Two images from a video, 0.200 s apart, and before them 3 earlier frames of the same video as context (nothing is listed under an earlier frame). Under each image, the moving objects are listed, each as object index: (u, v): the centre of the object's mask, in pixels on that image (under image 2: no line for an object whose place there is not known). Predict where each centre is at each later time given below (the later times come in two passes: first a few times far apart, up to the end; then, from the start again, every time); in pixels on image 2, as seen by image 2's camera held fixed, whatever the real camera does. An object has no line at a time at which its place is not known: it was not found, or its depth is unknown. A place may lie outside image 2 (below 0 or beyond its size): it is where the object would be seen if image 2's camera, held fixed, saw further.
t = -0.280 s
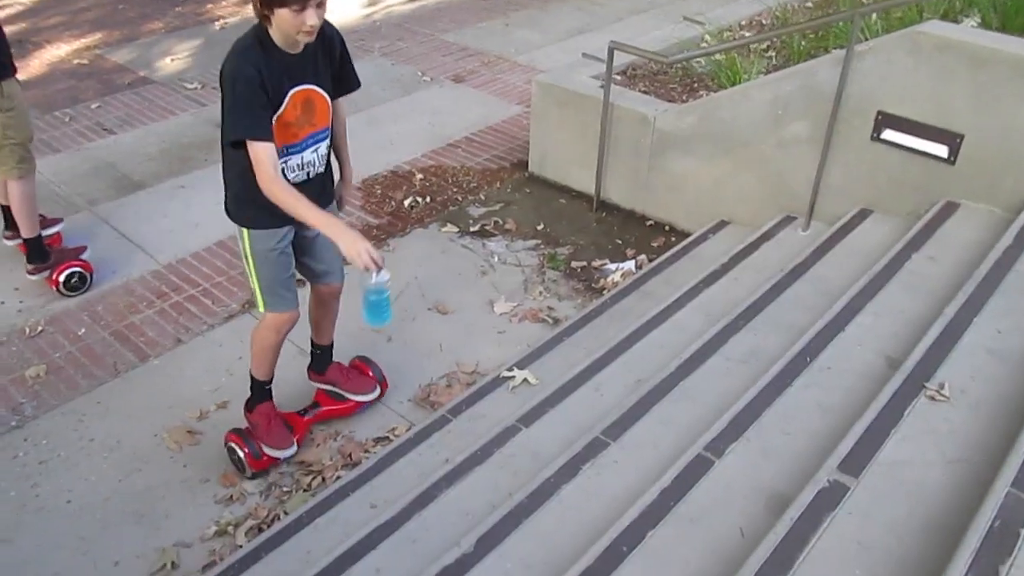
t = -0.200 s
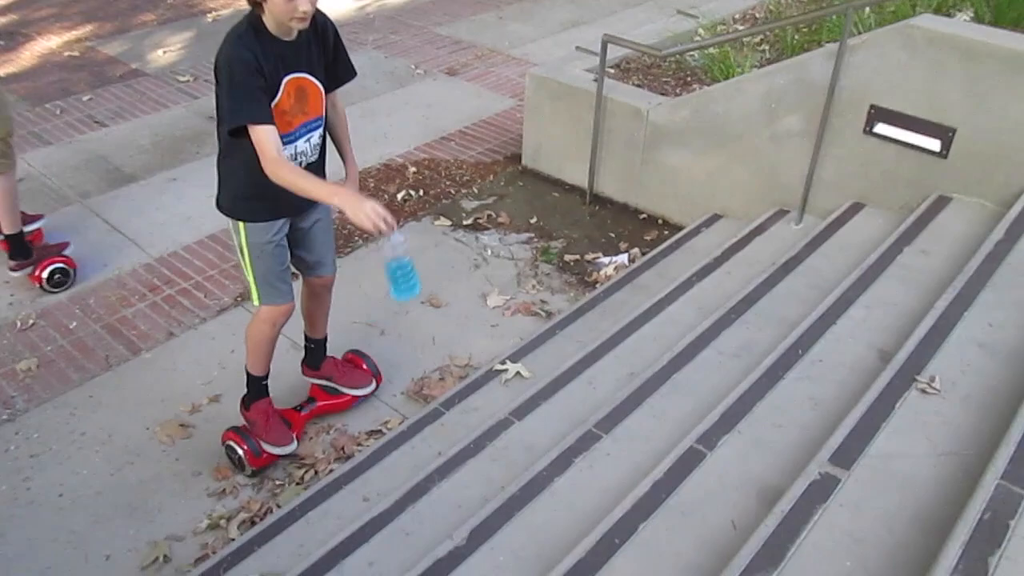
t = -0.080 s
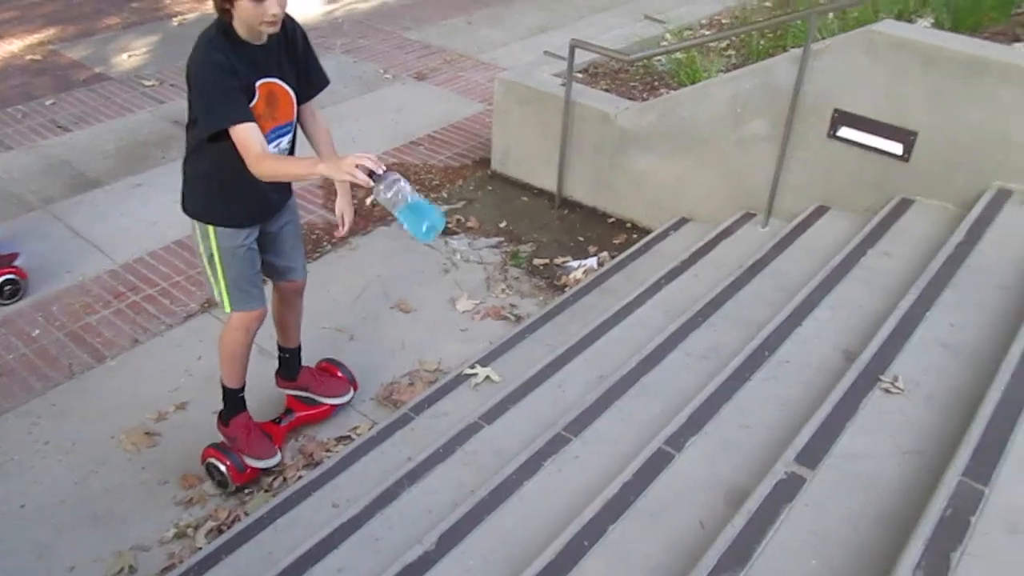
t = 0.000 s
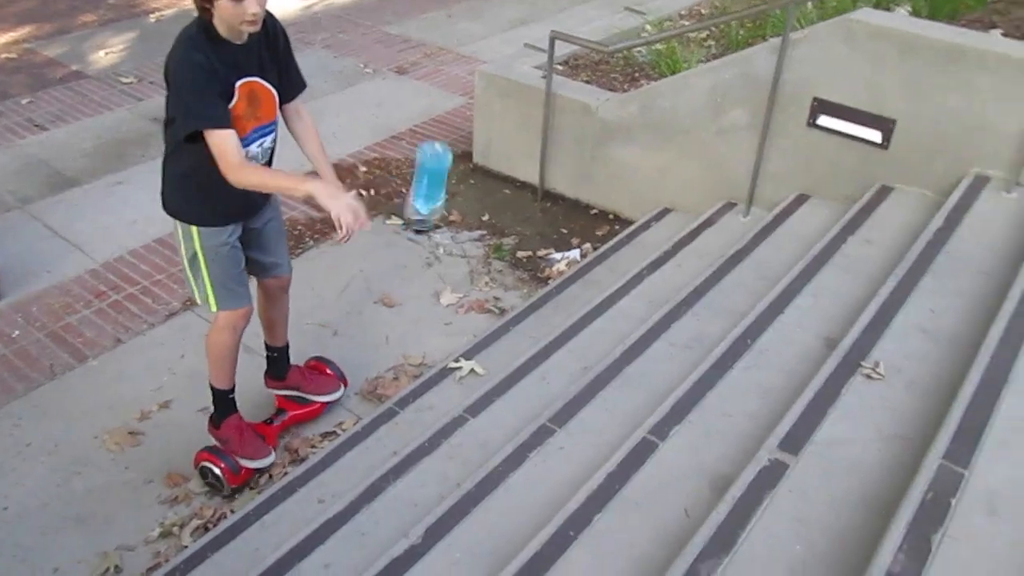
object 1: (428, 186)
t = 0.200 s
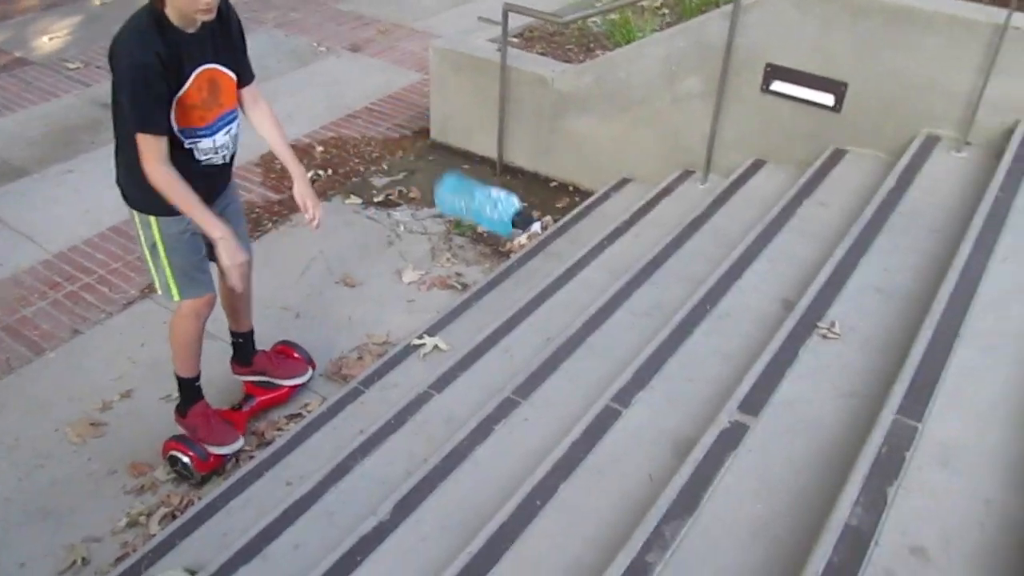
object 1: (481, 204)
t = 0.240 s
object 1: (500, 238)
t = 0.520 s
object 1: (612, 506)
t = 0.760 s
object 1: (618, 510)
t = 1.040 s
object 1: (619, 509)
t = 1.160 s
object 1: (617, 510)
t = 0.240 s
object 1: (500, 238)
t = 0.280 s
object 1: (522, 278)
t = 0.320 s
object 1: (541, 324)
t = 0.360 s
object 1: (560, 375)
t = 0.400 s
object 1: (579, 430)
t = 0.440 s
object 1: (596, 486)
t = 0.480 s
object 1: (604, 504)
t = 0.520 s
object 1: (612, 506)
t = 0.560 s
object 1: (619, 509)
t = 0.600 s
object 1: (624, 510)
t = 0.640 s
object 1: (625, 510)
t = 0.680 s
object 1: (624, 510)
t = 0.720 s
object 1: (621, 510)
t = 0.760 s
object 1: (618, 510)
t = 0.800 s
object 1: (614, 508)
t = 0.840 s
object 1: (612, 507)
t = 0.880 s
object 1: (612, 506)
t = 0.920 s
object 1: (614, 508)
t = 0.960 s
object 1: (617, 510)
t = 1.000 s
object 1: (619, 509)
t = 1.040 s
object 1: (619, 509)
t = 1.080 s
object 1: (617, 510)
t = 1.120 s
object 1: (615, 509)
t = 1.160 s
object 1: (617, 510)
